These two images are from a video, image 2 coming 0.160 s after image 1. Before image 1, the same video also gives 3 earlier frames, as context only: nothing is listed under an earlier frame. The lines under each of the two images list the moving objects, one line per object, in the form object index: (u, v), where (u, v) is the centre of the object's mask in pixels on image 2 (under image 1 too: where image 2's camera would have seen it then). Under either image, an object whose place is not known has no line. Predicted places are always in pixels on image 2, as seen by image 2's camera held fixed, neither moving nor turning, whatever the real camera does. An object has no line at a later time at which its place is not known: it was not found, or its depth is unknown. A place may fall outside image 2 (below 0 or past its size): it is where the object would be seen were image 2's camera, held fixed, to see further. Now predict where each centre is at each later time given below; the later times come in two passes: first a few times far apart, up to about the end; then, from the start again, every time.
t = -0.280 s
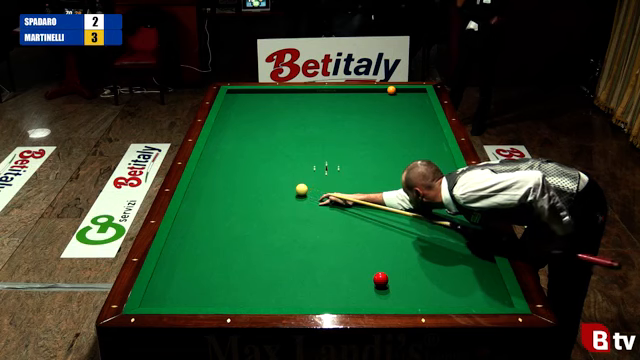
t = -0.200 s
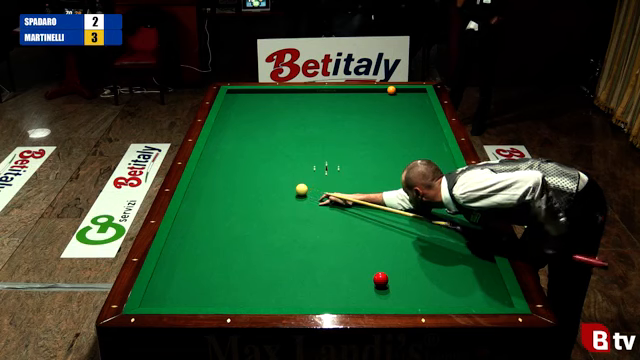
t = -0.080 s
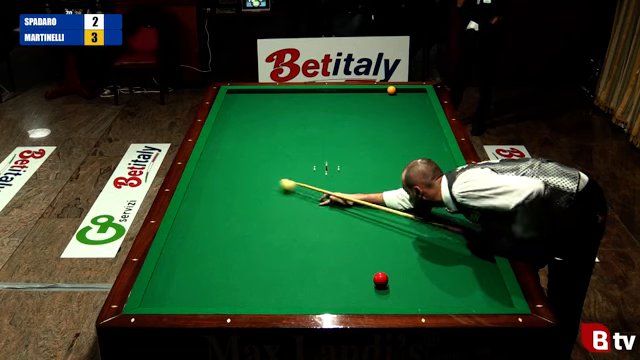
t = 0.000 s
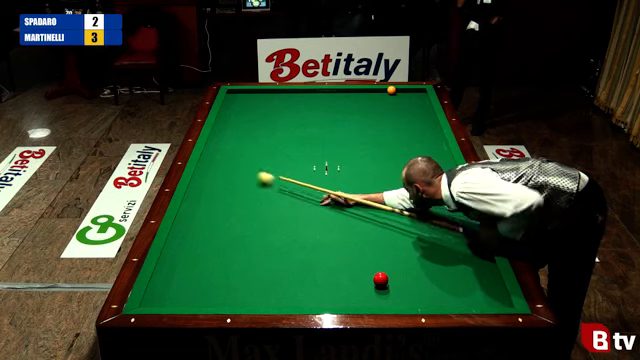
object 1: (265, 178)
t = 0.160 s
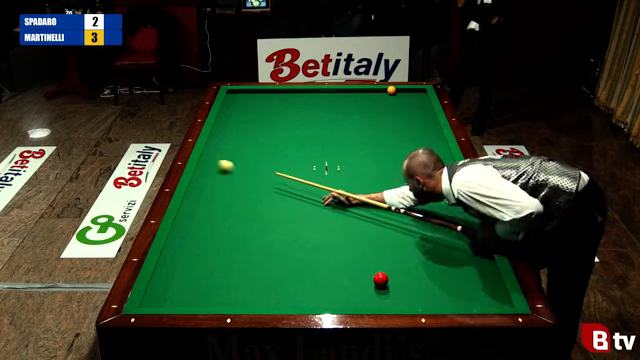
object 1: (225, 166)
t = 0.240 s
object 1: (207, 159)
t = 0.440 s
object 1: (243, 145)
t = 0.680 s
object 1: (279, 130)
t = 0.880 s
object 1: (306, 119)
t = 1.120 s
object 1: (335, 106)
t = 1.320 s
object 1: (358, 97)
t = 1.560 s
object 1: (384, 92)
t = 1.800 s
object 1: (415, 99)
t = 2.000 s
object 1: (417, 104)
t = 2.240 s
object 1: (402, 111)
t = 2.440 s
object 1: (390, 118)
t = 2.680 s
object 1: (374, 125)
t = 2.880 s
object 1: (360, 132)
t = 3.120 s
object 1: (343, 140)
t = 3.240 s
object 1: (334, 144)
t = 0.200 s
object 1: (216, 162)
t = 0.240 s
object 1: (207, 159)
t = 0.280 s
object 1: (209, 156)
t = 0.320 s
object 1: (219, 153)
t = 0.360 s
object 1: (227, 151)
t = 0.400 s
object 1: (235, 148)
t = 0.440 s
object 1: (243, 145)
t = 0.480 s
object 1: (249, 143)
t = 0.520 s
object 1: (256, 140)
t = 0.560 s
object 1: (262, 137)
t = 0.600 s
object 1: (268, 135)
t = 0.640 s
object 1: (273, 133)
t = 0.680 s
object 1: (279, 130)
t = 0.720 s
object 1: (285, 128)
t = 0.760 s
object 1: (290, 125)
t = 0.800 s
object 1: (296, 123)
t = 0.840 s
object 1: (301, 121)
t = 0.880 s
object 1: (306, 119)
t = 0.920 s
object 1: (311, 116)
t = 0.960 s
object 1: (316, 114)
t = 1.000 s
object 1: (321, 112)
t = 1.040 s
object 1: (326, 110)
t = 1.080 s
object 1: (331, 108)
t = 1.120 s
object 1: (335, 106)
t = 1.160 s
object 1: (340, 104)
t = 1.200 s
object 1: (345, 102)
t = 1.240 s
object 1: (349, 100)
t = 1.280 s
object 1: (354, 99)
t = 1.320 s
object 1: (358, 97)
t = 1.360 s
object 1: (362, 95)
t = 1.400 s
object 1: (366, 93)
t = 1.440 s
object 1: (370, 91)
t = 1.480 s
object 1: (374, 90)
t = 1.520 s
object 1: (379, 91)
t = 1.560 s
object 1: (384, 92)
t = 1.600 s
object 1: (389, 93)
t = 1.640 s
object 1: (394, 95)
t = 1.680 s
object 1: (399, 96)
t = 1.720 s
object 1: (405, 97)
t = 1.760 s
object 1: (410, 98)
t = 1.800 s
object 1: (415, 99)
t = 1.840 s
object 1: (420, 100)
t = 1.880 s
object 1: (425, 101)
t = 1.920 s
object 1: (424, 102)
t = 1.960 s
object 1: (420, 103)
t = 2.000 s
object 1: (417, 104)
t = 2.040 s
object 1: (415, 106)
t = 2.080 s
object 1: (412, 107)
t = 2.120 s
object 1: (410, 108)
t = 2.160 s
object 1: (407, 109)
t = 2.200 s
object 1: (405, 110)
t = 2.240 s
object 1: (402, 111)
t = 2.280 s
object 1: (400, 113)
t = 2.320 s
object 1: (397, 114)
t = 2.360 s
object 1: (395, 115)
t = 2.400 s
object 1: (392, 116)
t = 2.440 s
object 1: (390, 118)
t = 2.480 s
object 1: (387, 119)
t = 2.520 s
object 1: (385, 120)
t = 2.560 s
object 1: (382, 121)
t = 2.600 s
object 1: (379, 123)
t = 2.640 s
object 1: (377, 124)
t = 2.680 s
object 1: (374, 125)
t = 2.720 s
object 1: (371, 127)
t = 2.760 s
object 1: (369, 128)
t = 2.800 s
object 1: (366, 129)
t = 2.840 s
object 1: (363, 131)
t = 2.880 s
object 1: (360, 132)
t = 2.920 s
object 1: (357, 133)
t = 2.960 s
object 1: (355, 135)
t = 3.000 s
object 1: (352, 136)
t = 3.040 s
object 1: (349, 137)
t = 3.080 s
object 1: (346, 139)
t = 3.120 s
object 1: (343, 140)
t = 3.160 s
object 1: (341, 142)
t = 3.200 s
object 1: (338, 143)
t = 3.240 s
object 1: (334, 144)
